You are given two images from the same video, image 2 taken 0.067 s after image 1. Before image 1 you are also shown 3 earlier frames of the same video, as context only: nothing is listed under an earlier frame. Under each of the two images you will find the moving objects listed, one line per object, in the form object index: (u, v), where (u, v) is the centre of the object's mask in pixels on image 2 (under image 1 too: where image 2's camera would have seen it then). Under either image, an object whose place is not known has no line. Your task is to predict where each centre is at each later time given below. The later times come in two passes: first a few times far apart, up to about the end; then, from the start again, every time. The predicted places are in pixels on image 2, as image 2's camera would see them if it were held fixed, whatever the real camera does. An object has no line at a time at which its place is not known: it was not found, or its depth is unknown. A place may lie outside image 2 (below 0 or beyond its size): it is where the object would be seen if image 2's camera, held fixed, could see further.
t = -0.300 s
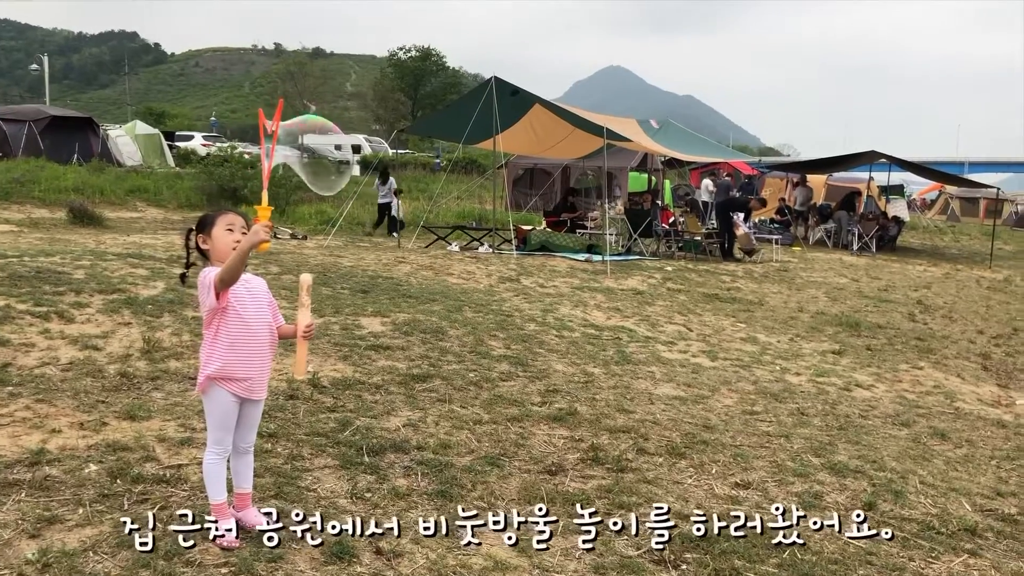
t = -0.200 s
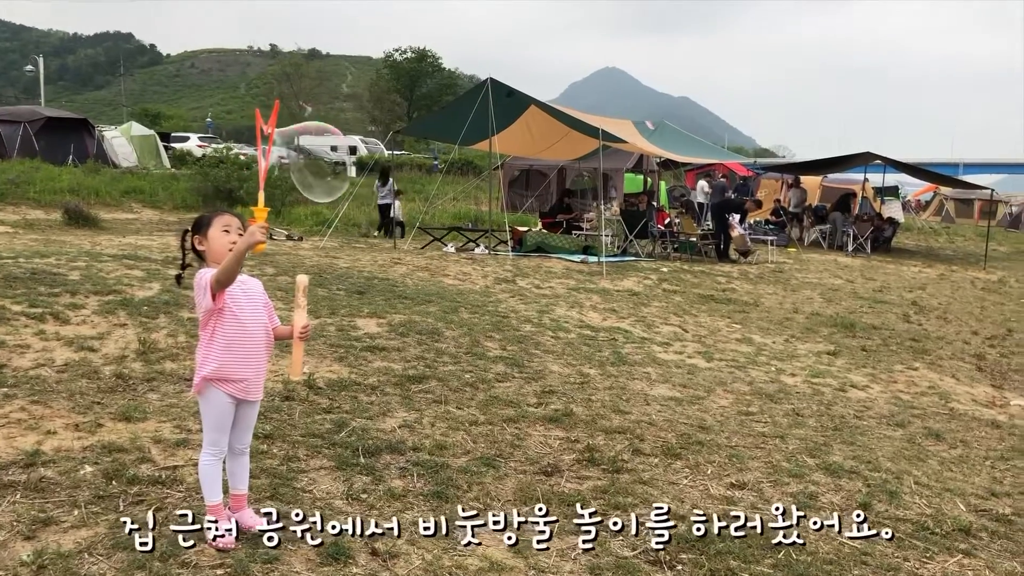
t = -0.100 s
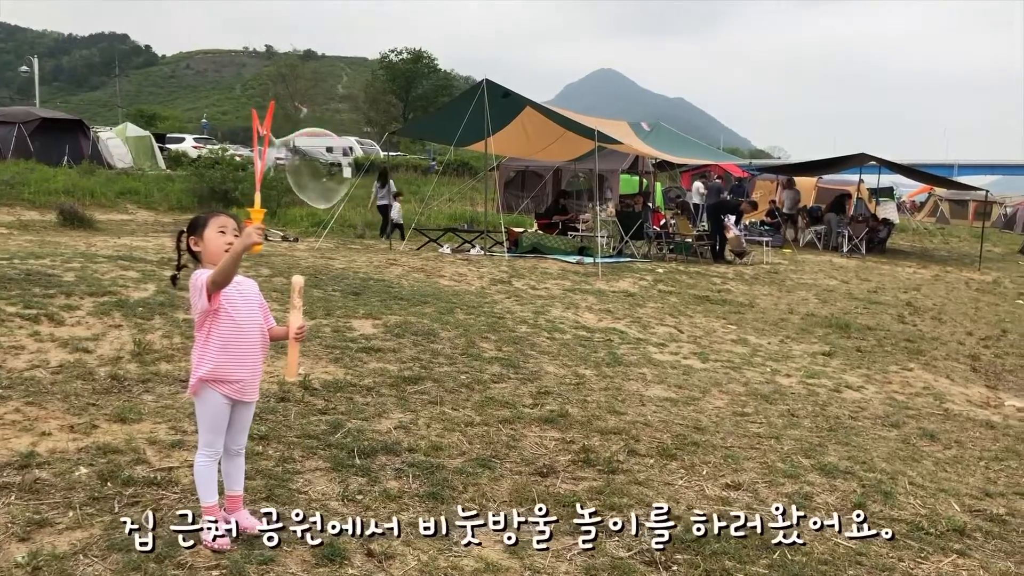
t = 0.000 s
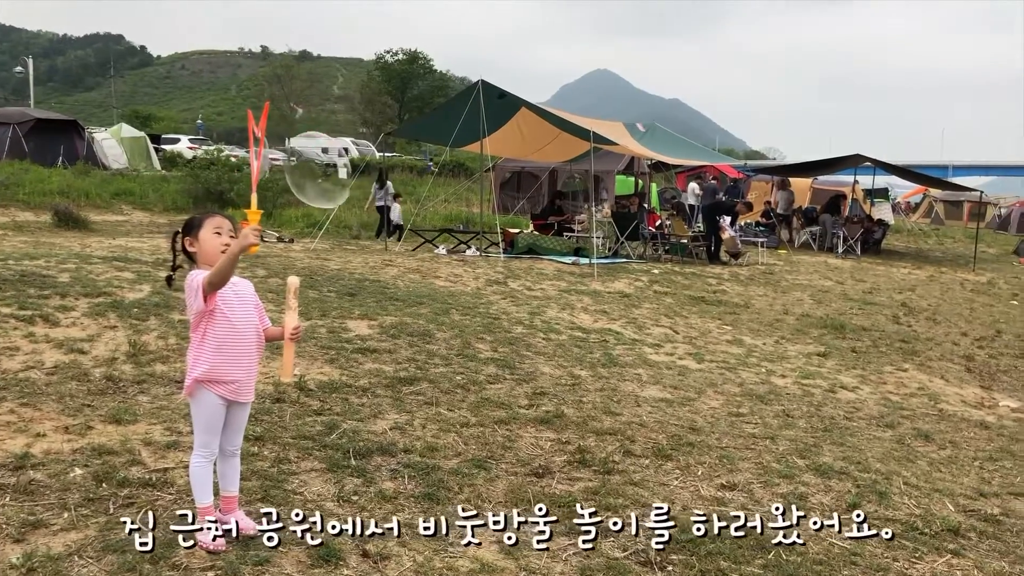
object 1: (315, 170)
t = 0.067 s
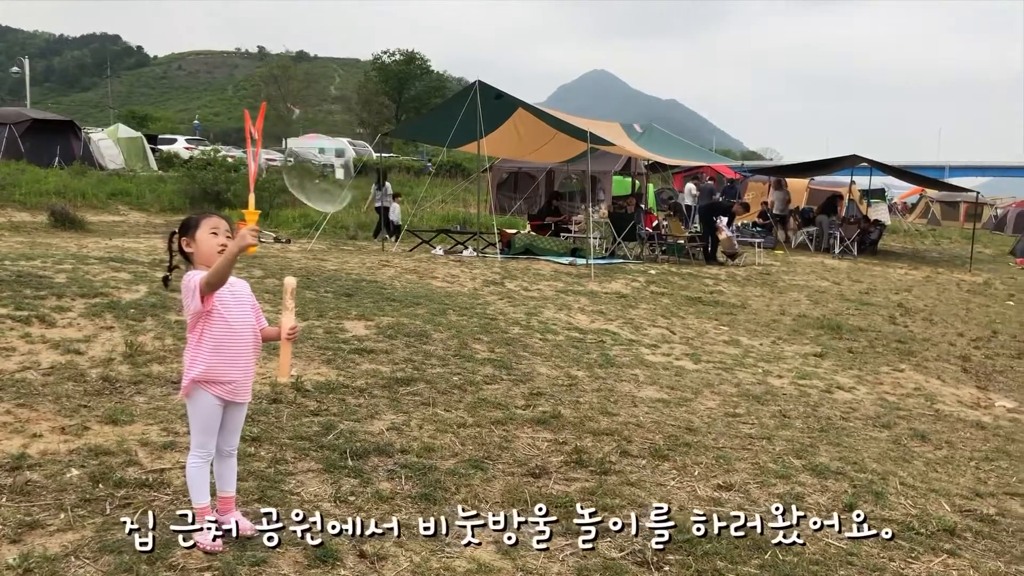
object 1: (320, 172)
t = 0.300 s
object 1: (346, 188)
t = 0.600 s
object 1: (386, 204)
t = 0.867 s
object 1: (431, 216)
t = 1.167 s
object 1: (490, 230)
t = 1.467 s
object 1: (556, 245)
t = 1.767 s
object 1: (620, 262)
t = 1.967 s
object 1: (658, 275)
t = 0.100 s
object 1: (323, 179)
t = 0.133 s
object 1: (327, 181)
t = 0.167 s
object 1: (331, 182)
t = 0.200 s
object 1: (334, 184)
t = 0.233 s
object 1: (338, 186)
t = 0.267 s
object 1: (342, 187)
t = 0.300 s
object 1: (346, 188)
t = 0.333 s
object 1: (350, 191)
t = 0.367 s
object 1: (353, 192)
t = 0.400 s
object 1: (355, 194)
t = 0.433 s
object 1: (362, 197)
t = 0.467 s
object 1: (366, 199)
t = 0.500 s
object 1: (368, 200)
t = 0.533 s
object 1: (372, 201)
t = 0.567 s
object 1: (376, 201)
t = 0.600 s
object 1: (386, 204)
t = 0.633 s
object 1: (391, 205)
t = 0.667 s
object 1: (396, 208)
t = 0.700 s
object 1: (401, 210)
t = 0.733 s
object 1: (407, 211)
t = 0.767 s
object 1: (412, 213)
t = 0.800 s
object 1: (419, 214)
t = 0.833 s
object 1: (425, 215)
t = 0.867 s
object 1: (431, 216)
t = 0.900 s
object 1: (437, 218)
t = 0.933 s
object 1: (444, 219)
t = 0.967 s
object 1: (449, 221)
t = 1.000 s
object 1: (456, 222)
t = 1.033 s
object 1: (463, 224)
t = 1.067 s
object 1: (470, 226)
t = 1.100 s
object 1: (477, 227)
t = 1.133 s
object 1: (484, 228)
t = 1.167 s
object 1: (490, 230)
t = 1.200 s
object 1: (497, 231)
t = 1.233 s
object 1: (504, 233)
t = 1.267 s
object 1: (511, 234)
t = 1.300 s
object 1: (518, 235)
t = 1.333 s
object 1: (526, 237)
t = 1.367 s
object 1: (533, 239)
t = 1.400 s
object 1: (541, 240)
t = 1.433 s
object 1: (547, 242)
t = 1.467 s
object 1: (556, 245)
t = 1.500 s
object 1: (563, 246)
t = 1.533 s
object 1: (570, 248)
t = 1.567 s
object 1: (577, 251)
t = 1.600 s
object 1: (584, 252)
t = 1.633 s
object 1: (592, 254)
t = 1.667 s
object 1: (599, 256)
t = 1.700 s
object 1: (607, 258)
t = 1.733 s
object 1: (613, 261)
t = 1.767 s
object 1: (620, 262)
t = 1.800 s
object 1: (627, 264)
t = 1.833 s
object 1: (633, 266)
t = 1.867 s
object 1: (639, 268)
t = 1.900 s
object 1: (647, 270)
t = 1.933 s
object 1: (652, 272)
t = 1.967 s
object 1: (658, 275)
